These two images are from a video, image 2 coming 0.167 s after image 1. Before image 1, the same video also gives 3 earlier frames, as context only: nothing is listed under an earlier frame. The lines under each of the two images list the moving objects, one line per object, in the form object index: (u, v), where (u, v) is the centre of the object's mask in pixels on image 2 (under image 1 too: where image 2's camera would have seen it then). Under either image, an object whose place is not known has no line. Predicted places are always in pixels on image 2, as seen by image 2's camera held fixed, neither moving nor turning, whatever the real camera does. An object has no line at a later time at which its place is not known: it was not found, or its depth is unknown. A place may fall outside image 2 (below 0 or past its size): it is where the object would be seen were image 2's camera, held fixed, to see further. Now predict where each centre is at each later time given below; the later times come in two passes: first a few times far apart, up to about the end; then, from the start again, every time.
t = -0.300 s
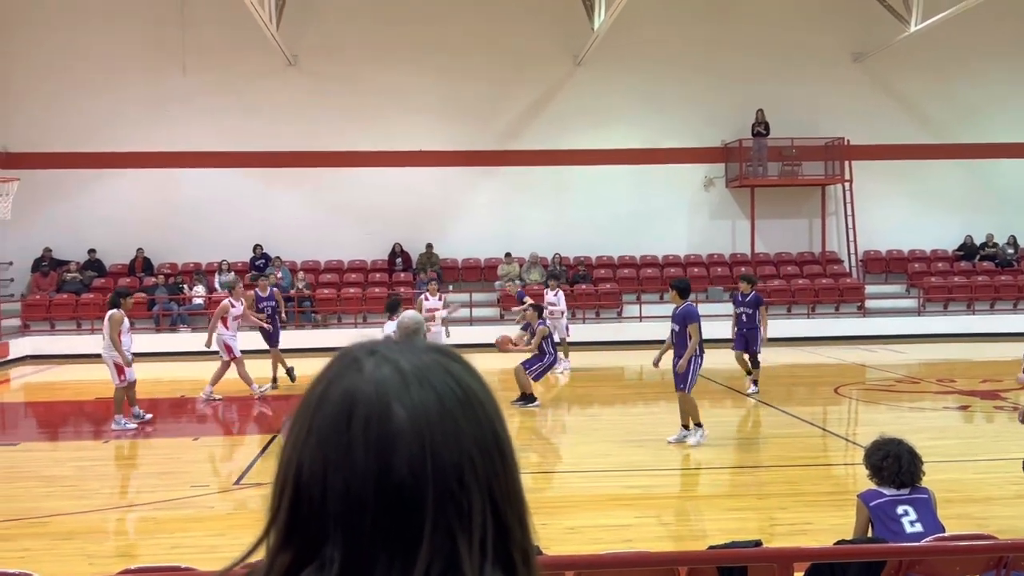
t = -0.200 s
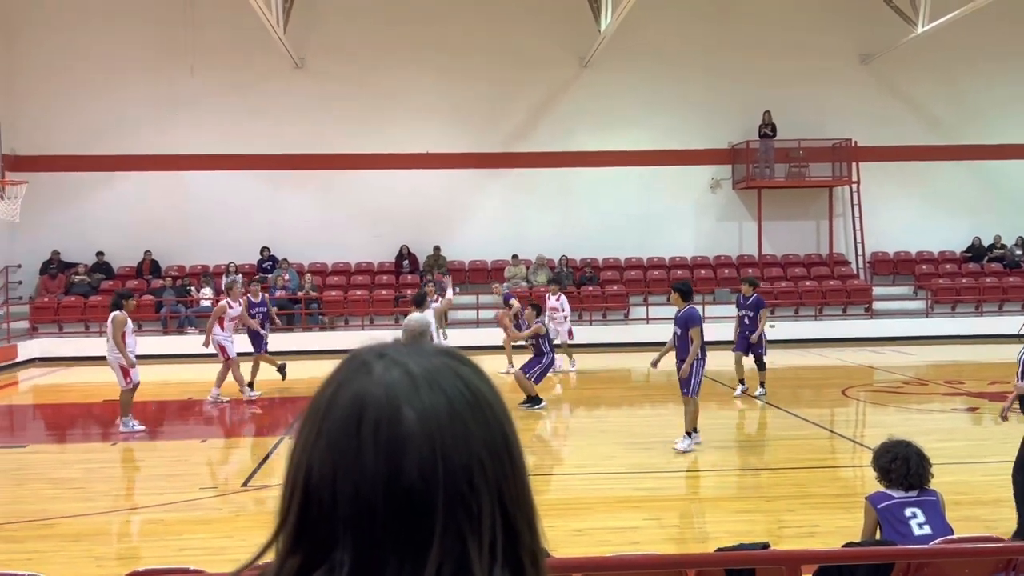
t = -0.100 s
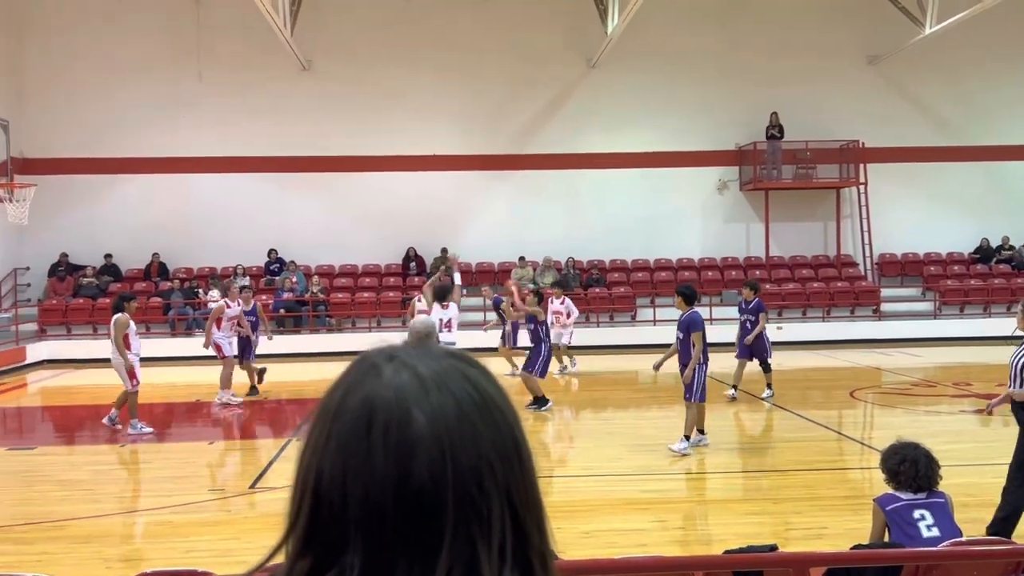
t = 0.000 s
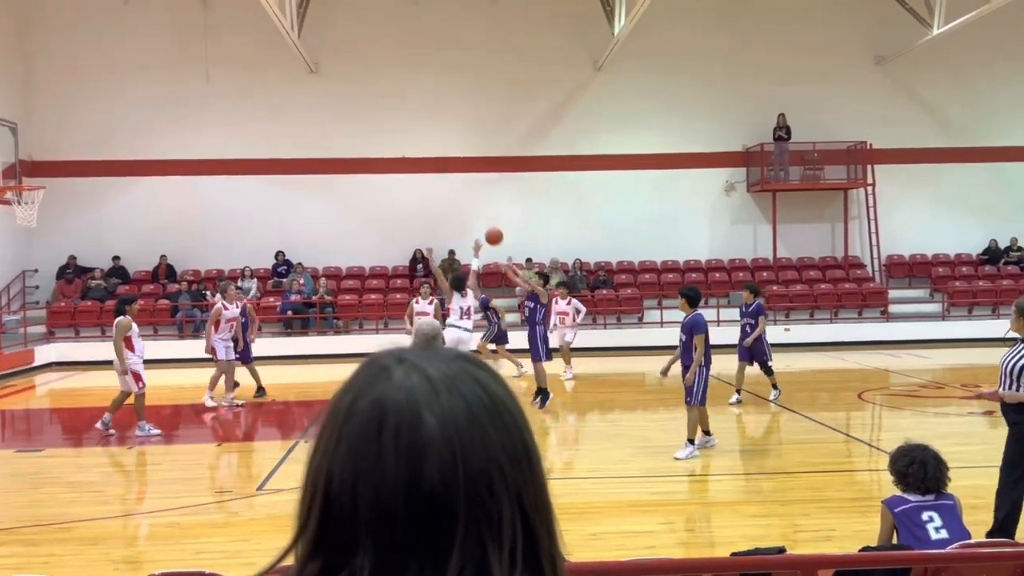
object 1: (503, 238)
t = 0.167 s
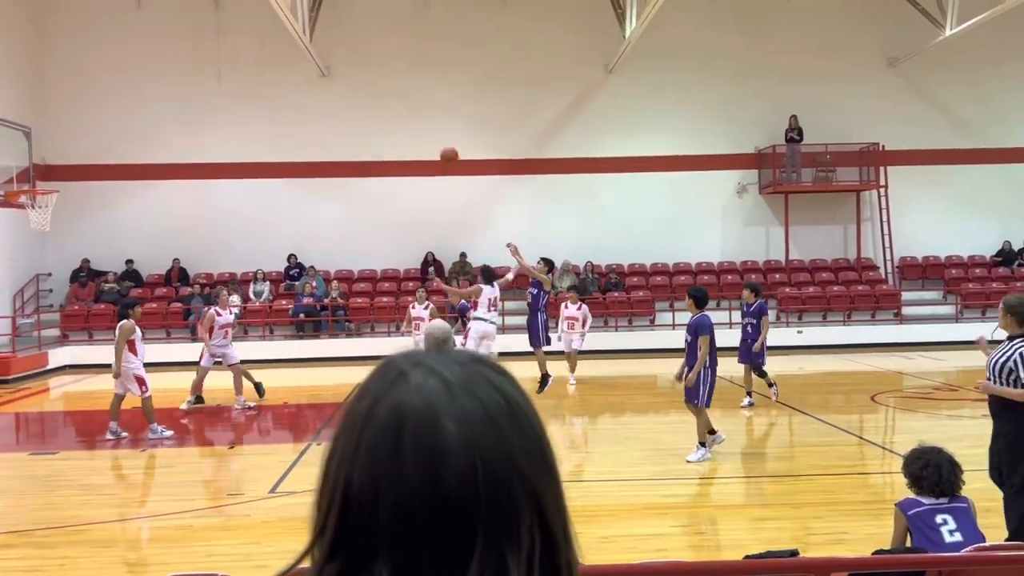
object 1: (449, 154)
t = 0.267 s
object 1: (417, 116)
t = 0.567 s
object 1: (324, 41)
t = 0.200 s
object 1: (438, 142)
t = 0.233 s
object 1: (427, 129)
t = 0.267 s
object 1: (417, 116)
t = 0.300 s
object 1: (406, 104)
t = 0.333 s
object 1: (396, 93)
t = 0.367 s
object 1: (386, 84)
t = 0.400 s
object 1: (375, 74)
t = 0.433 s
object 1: (365, 65)
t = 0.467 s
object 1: (354, 58)
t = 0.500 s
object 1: (344, 51)
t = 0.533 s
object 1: (334, 45)
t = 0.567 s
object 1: (324, 41)
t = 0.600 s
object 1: (314, 36)
